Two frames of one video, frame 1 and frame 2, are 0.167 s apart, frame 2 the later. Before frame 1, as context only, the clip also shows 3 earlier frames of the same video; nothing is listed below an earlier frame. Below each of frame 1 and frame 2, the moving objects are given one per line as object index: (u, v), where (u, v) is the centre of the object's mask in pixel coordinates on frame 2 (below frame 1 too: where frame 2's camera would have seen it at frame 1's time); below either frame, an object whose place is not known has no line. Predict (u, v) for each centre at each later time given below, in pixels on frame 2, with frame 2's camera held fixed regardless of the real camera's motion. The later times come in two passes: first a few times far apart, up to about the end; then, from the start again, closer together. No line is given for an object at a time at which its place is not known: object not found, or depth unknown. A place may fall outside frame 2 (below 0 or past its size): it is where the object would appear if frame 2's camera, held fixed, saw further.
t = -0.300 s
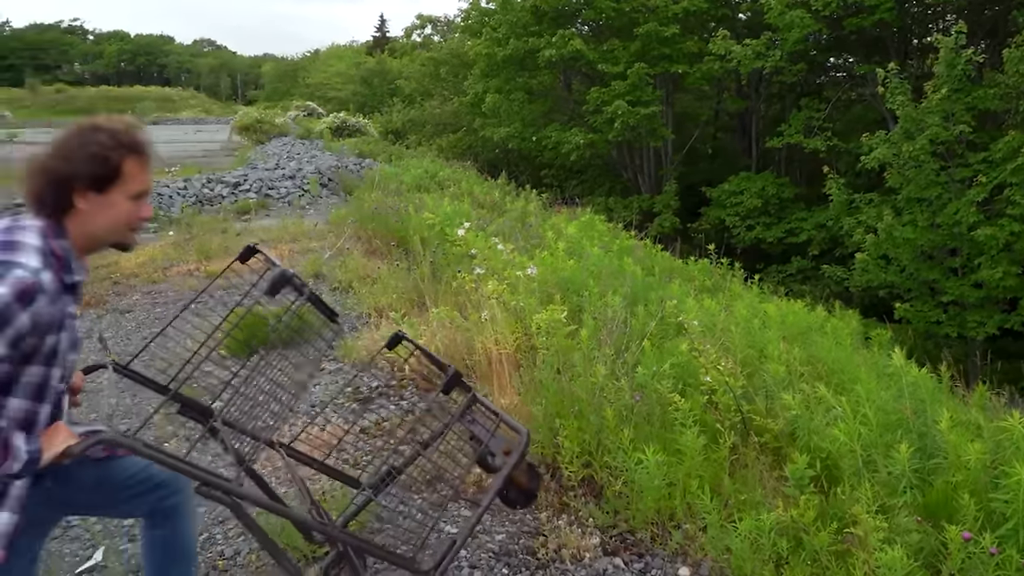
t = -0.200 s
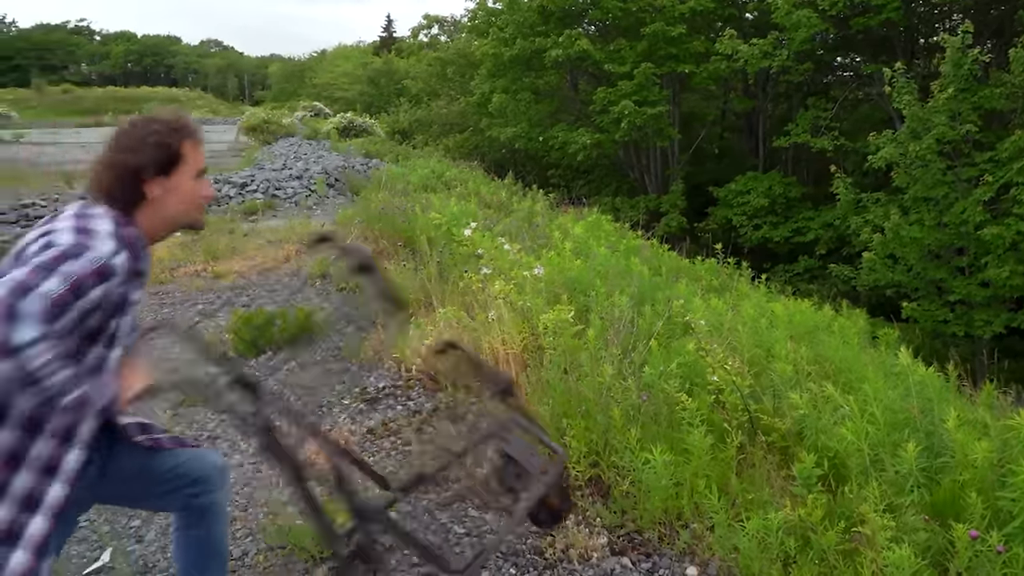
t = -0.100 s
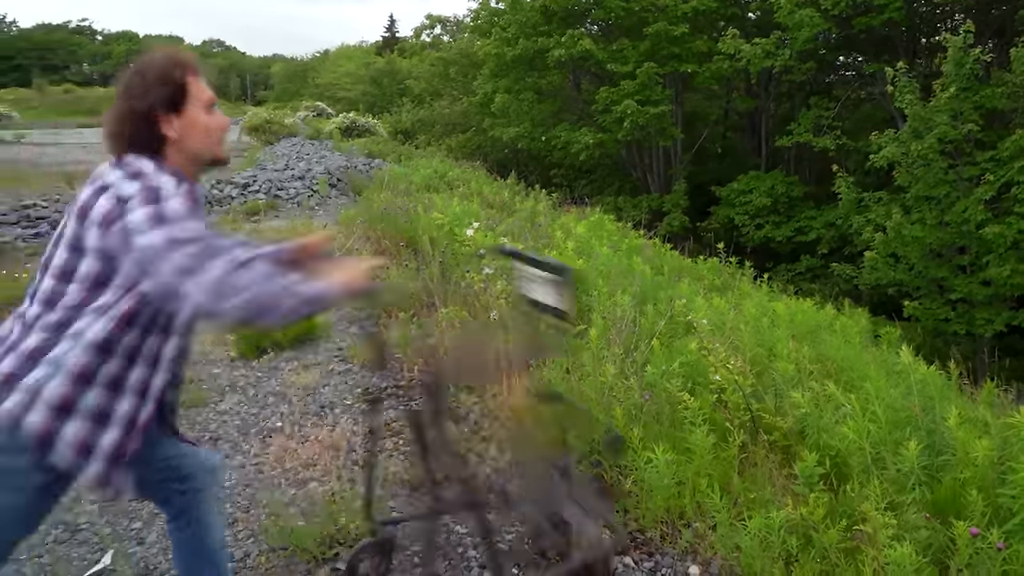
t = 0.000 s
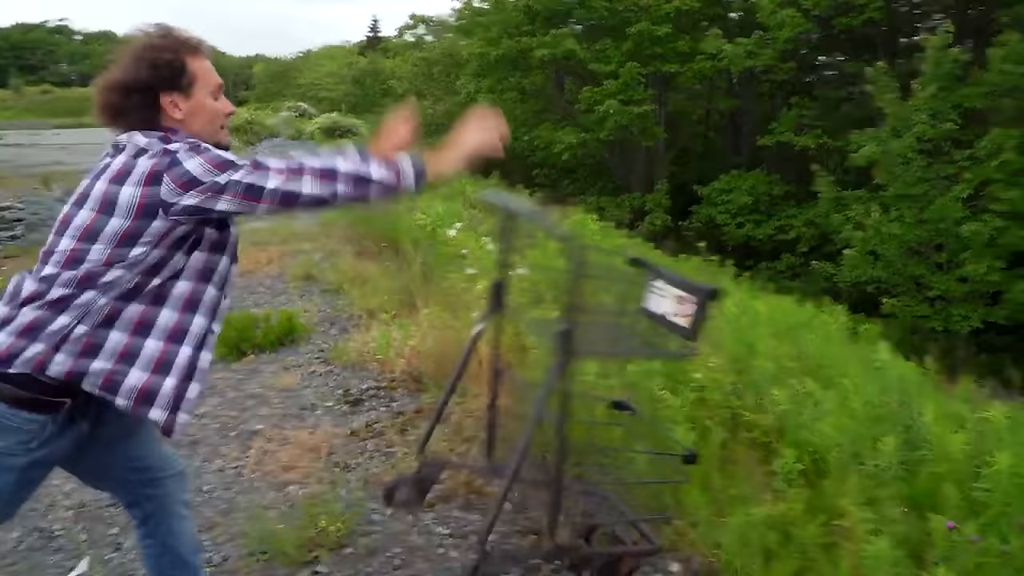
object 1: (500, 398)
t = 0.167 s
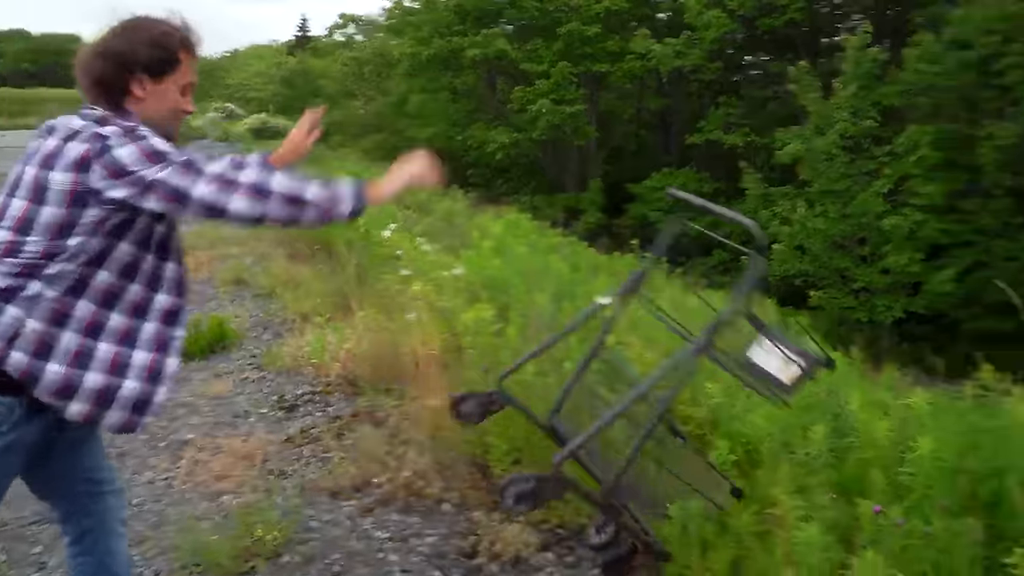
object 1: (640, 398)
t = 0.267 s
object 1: (738, 403)
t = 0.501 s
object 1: (801, 417)
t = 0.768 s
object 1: (889, 386)
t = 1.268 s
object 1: (1069, 380)
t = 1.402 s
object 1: (1129, 430)
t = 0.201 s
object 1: (673, 391)
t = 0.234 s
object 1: (702, 400)
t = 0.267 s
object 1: (738, 403)
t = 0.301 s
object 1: (759, 413)
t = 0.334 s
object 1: (775, 430)
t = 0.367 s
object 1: (767, 446)
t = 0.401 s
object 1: (772, 450)
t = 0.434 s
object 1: (786, 434)
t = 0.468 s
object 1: (791, 428)
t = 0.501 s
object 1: (801, 417)
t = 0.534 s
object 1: (806, 409)
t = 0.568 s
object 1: (829, 402)
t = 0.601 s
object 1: (828, 383)
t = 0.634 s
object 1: (855, 384)
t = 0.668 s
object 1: (864, 383)
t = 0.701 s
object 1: (874, 382)
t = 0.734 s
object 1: (882, 384)
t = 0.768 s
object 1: (889, 386)
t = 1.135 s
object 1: (1011, 358)
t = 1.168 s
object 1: (1023, 360)
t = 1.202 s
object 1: (1040, 364)
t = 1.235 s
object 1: (1053, 371)
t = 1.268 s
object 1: (1069, 380)
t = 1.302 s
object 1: (1090, 387)
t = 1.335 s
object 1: (1103, 401)
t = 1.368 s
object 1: (1118, 416)
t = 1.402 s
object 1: (1129, 430)
